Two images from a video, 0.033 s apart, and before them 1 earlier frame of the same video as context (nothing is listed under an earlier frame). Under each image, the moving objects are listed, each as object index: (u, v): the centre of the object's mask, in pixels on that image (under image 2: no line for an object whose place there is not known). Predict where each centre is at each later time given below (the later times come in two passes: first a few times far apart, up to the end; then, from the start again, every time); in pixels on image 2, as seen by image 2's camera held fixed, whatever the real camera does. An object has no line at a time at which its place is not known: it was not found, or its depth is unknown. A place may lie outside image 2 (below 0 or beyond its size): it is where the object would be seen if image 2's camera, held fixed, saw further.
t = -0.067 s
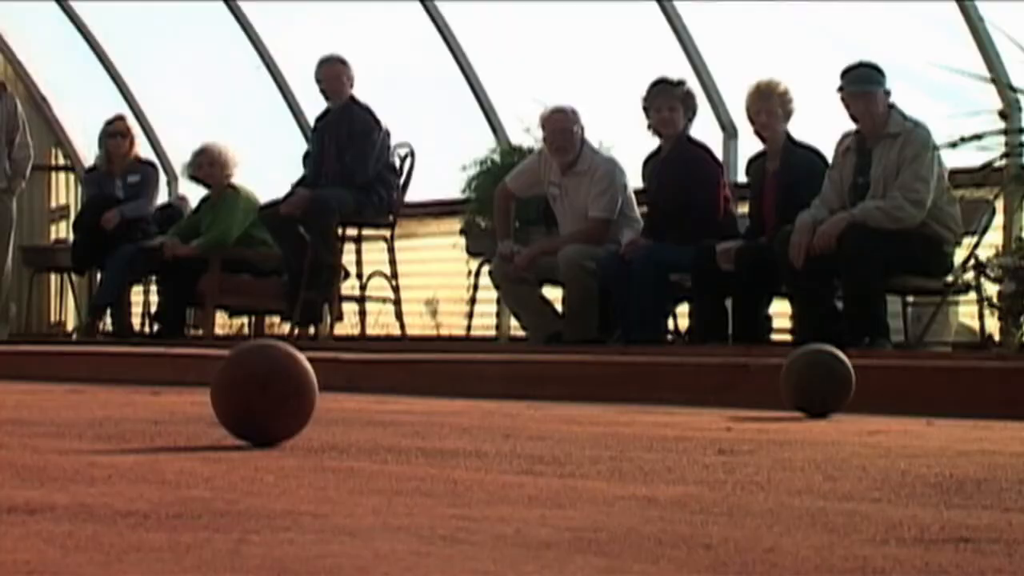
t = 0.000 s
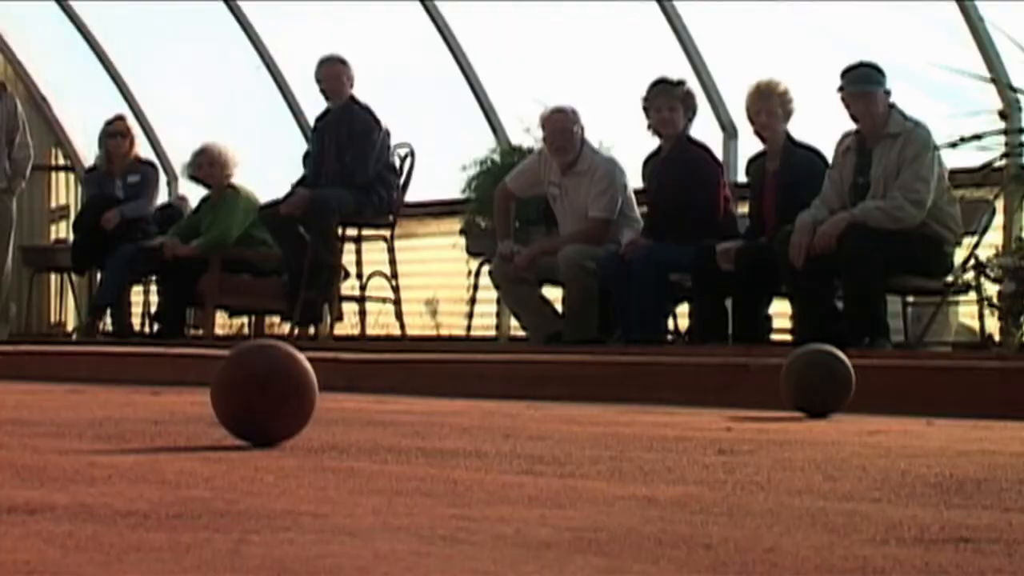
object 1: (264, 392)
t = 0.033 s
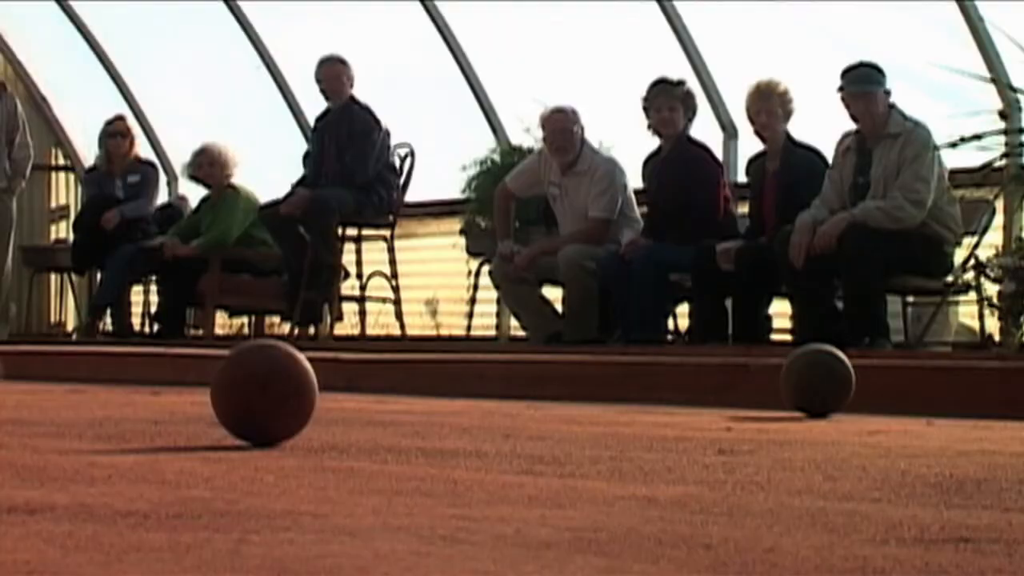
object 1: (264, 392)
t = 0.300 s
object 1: (264, 392)
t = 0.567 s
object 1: (375, 394)
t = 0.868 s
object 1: (554, 398)
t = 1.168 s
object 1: (729, 401)
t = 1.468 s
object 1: (912, 407)
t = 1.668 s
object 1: (995, 410)
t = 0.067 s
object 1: (264, 392)
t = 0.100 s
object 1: (264, 392)
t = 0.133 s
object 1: (264, 392)
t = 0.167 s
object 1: (264, 392)
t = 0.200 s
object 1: (264, 392)
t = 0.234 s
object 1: (264, 392)
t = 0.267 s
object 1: (264, 392)
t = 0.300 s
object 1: (264, 392)
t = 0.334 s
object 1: (264, 392)
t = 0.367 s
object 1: (264, 392)
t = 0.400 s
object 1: (267, 392)
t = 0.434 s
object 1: (287, 392)
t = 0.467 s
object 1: (315, 392)
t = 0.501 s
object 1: (336, 393)
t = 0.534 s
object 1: (357, 393)
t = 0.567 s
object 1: (375, 394)
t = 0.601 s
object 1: (395, 395)
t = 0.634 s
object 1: (416, 395)
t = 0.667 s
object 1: (435, 395)
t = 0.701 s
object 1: (454, 395)
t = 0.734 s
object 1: (474, 396)
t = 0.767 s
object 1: (494, 396)
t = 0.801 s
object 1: (513, 396)
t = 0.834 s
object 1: (535, 397)
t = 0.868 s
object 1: (554, 398)
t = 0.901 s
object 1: (574, 398)
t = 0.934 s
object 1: (594, 398)
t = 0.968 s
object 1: (613, 399)
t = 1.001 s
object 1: (632, 399)
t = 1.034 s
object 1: (651, 400)
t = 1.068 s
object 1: (671, 400)
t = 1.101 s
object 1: (690, 400)
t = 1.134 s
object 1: (710, 401)
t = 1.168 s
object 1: (729, 401)
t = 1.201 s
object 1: (750, 402)
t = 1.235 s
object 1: (769, 403)
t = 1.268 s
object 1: (790, 403)
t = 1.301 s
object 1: (809, 404)
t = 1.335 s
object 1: (830, 404)
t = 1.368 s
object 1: (848, 403)
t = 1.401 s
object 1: (872, 406)
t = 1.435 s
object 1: (891, 406)
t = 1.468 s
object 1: (912, 407)
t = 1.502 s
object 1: (931, 407)
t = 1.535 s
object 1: (950, 408)
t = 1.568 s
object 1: (966, 409)
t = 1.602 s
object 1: (977, 409)
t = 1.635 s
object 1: (987, 409)
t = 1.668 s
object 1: (995, 410)
